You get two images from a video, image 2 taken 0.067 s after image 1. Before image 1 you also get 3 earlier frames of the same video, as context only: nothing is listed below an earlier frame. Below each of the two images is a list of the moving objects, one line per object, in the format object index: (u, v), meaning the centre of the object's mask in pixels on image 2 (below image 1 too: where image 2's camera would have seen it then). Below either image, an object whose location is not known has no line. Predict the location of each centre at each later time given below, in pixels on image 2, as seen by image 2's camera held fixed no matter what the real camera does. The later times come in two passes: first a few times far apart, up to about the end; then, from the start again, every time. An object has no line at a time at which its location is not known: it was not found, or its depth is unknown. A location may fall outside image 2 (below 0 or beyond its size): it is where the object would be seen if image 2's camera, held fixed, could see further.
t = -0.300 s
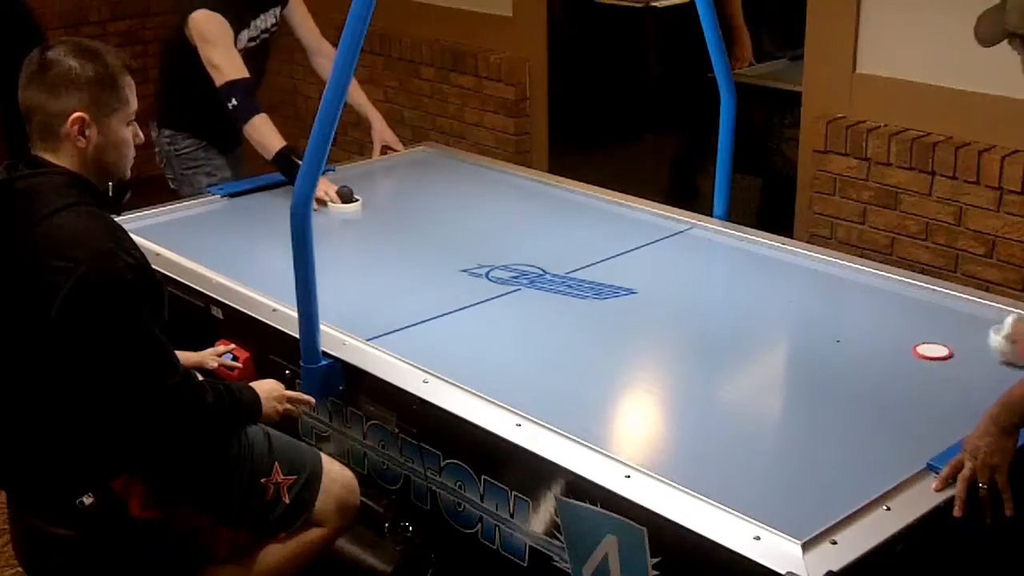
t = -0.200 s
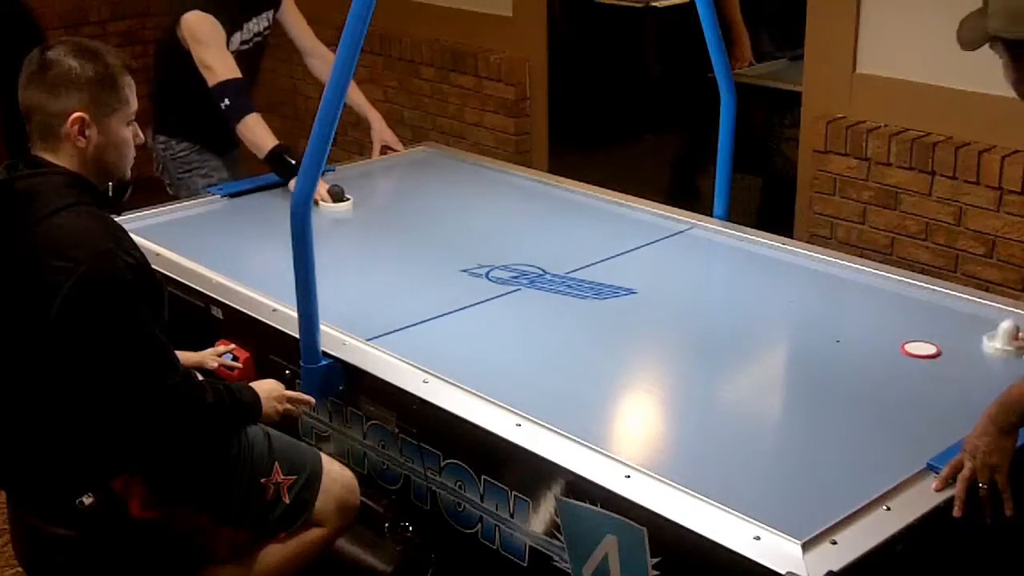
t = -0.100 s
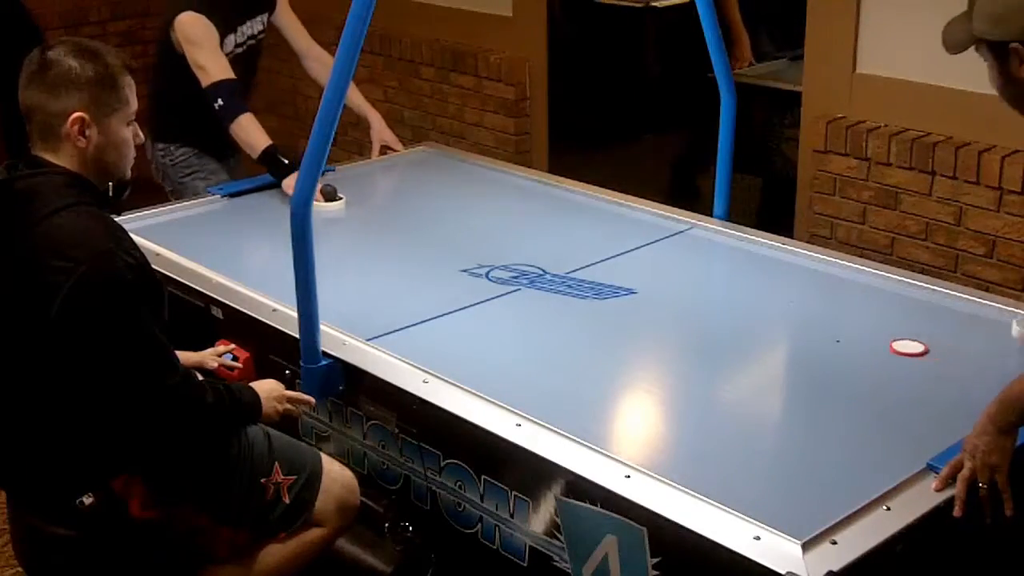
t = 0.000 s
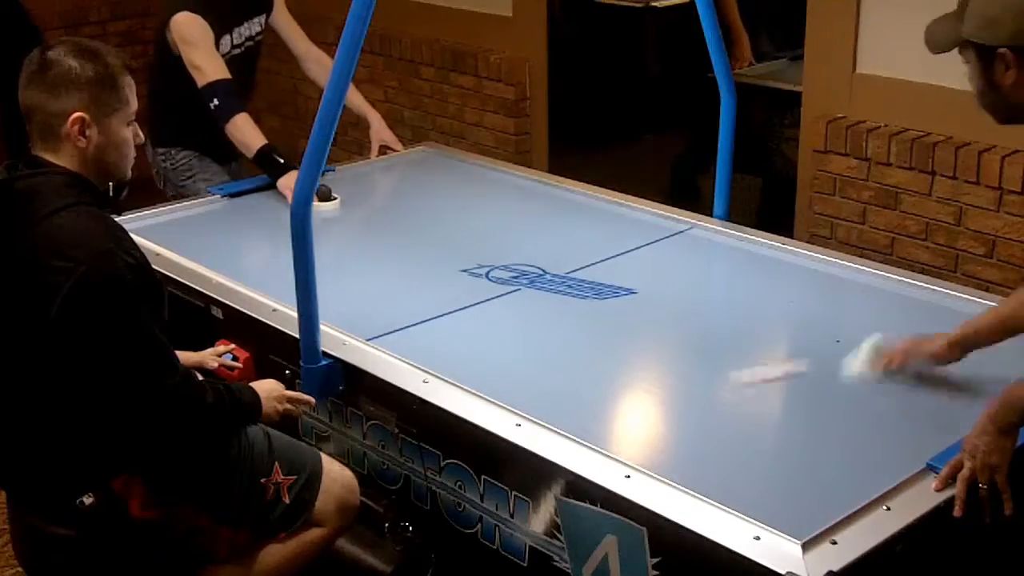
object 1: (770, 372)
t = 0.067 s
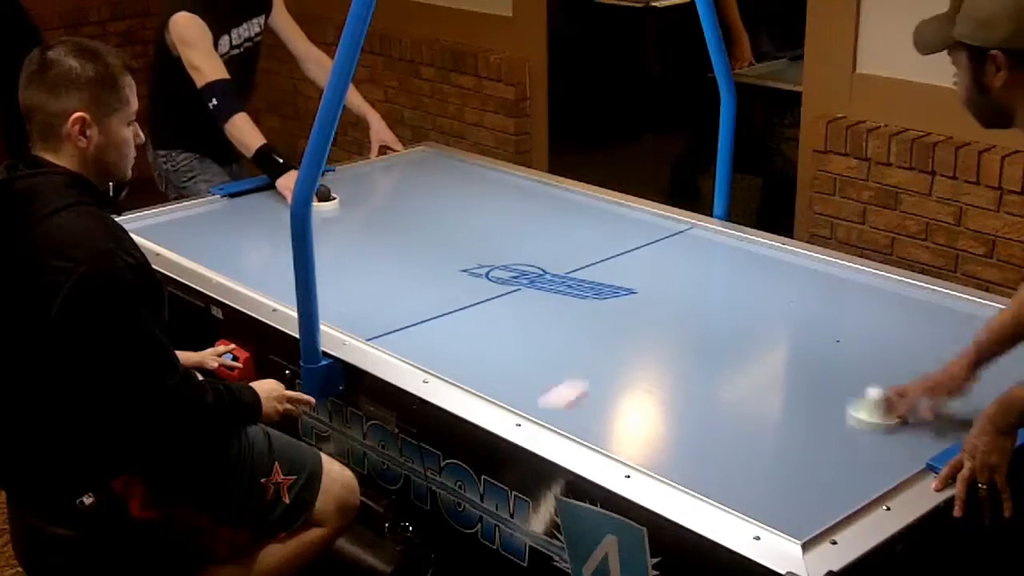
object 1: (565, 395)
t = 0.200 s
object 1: (733, 261)
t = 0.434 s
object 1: (383, 326)
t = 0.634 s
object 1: (581, 234)
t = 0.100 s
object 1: (613, 356)
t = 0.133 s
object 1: (658, 321)
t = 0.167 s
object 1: (697, 291)
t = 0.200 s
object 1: (733, 261)
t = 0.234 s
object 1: (718, 255)
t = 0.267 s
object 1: (662, 269)
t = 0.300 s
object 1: (603, 282)
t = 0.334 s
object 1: (538, 297)
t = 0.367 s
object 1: (475, 312)
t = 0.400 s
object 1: (407, 327)
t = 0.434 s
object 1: (383, 326)
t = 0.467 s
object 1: (421, 309)
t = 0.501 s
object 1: (457, 293)
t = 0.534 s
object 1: (493, 276)
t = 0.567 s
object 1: (524, 262)
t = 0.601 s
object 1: (554, 248)
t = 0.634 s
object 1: (581, 234)
